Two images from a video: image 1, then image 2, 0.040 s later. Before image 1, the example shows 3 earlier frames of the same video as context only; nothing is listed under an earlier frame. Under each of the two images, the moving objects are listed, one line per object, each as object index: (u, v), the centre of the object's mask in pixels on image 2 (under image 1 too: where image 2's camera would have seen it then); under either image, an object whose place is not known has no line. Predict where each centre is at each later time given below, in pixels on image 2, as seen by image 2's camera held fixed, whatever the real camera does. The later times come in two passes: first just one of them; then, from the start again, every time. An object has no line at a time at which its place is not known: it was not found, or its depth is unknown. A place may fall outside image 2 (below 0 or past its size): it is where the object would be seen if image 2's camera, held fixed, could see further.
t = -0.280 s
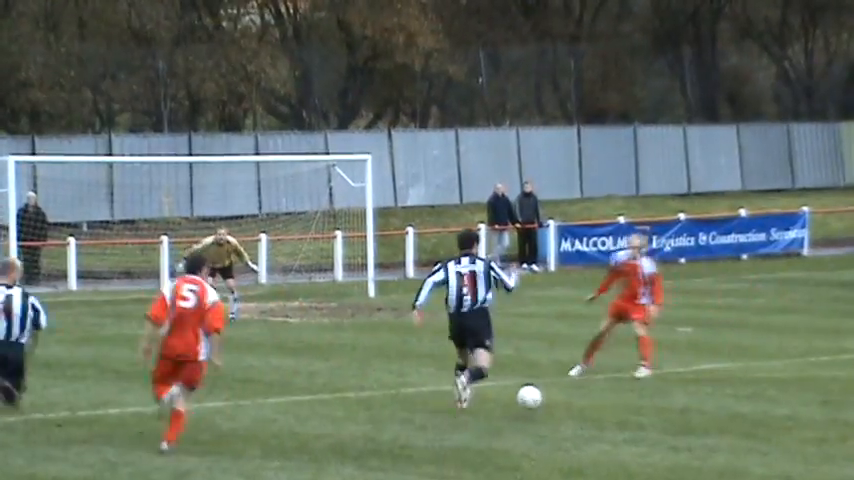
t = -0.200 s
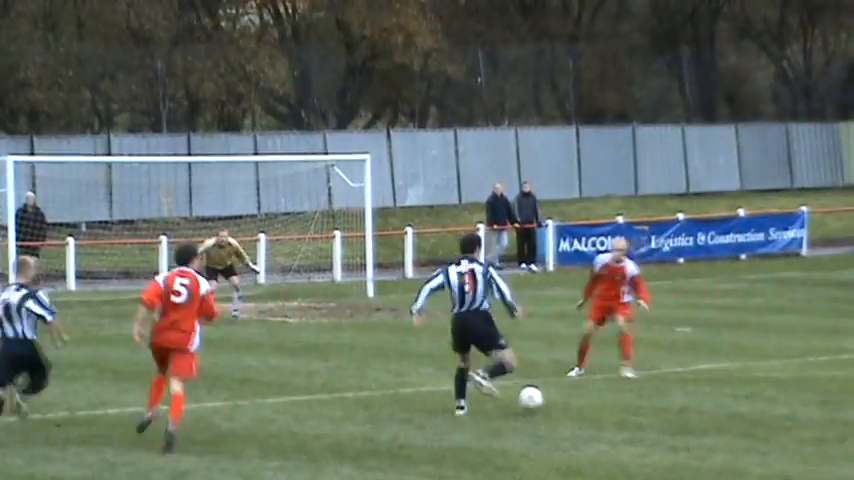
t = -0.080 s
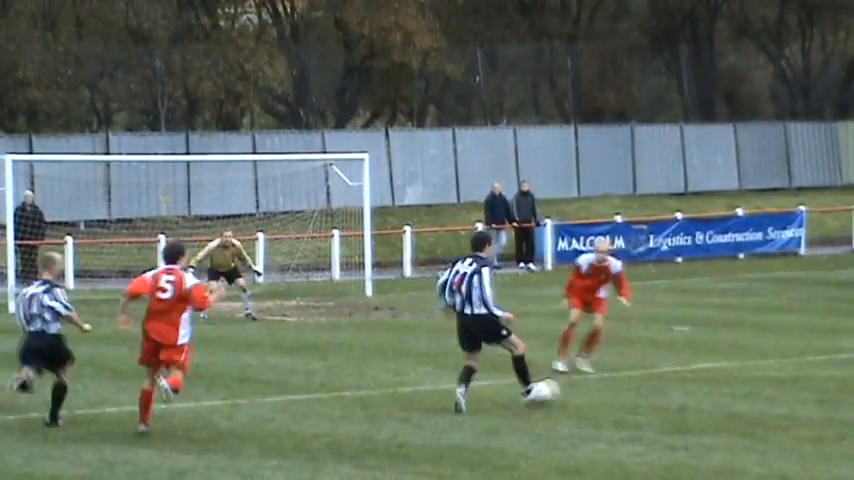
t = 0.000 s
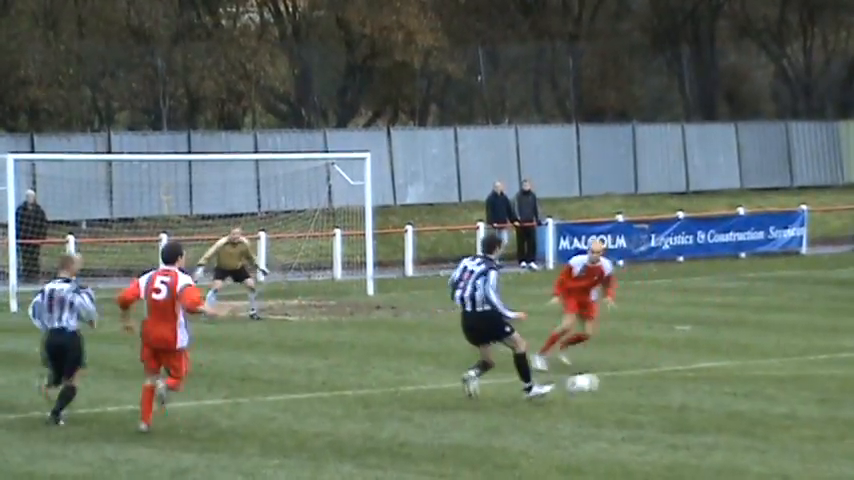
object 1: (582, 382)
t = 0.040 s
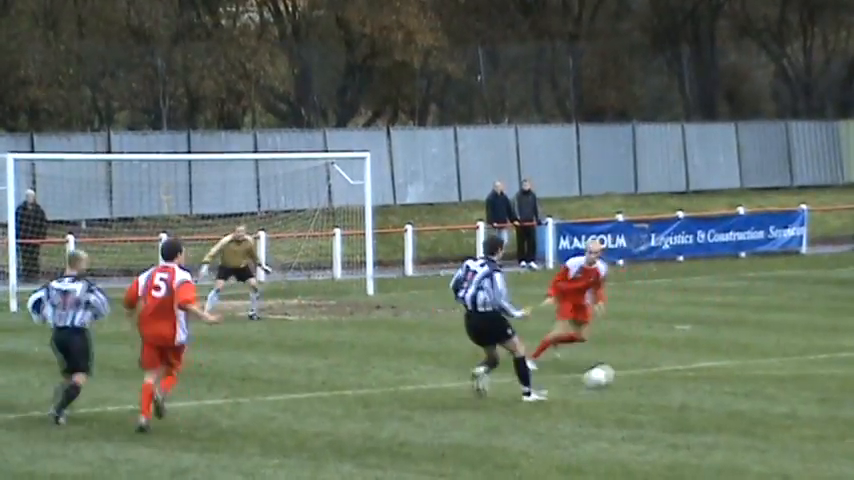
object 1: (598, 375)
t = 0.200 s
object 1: (658, 359)
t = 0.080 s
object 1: (614, 368)
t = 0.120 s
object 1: (629, 362)
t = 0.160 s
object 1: (644, 360)
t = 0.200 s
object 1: (658, 359)
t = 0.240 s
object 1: (671, 359)
